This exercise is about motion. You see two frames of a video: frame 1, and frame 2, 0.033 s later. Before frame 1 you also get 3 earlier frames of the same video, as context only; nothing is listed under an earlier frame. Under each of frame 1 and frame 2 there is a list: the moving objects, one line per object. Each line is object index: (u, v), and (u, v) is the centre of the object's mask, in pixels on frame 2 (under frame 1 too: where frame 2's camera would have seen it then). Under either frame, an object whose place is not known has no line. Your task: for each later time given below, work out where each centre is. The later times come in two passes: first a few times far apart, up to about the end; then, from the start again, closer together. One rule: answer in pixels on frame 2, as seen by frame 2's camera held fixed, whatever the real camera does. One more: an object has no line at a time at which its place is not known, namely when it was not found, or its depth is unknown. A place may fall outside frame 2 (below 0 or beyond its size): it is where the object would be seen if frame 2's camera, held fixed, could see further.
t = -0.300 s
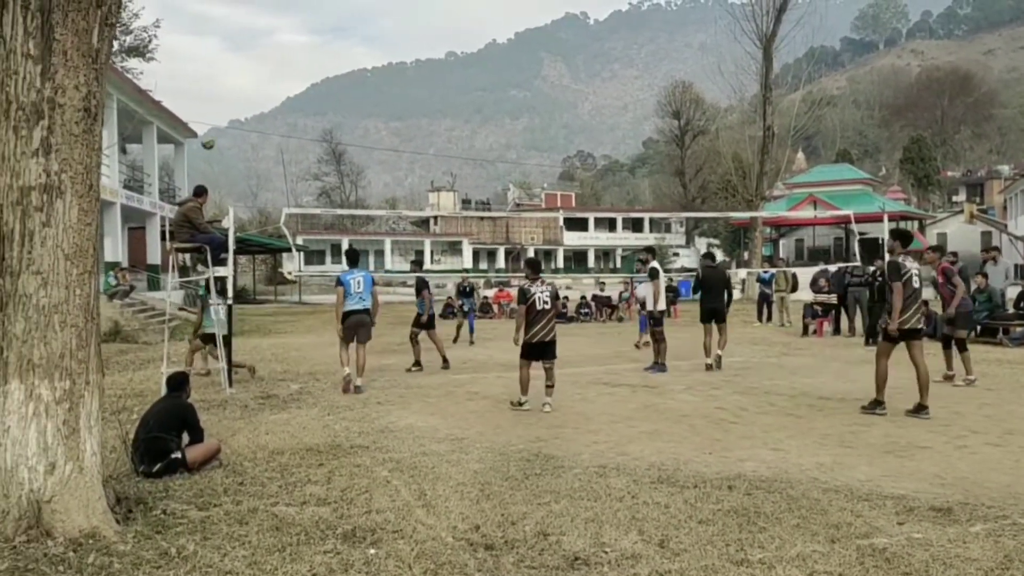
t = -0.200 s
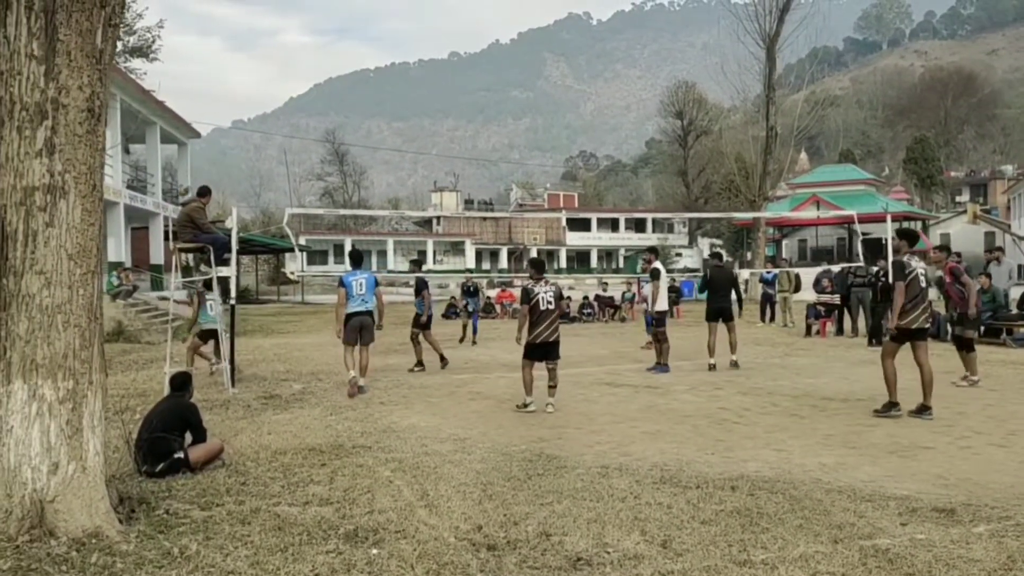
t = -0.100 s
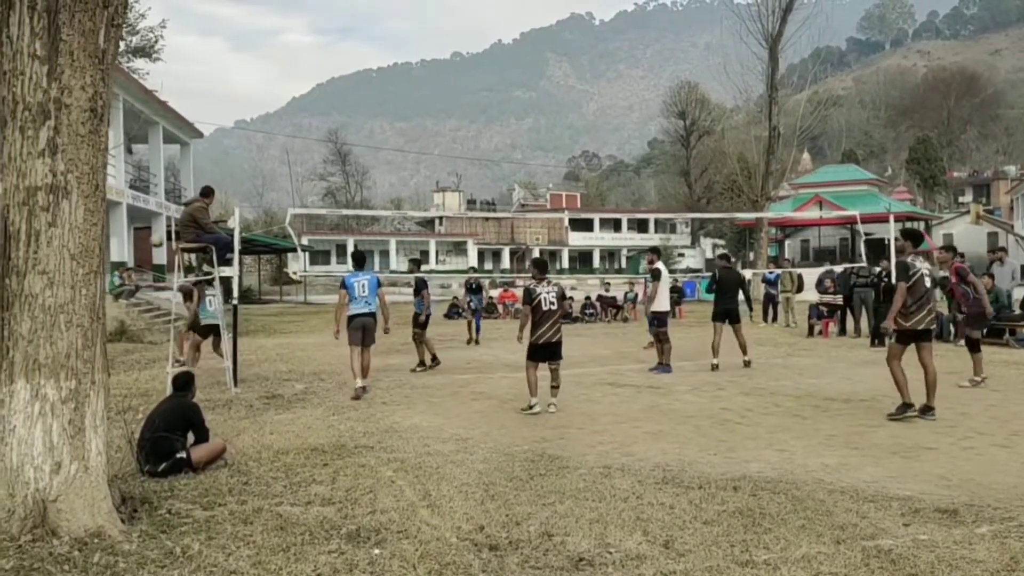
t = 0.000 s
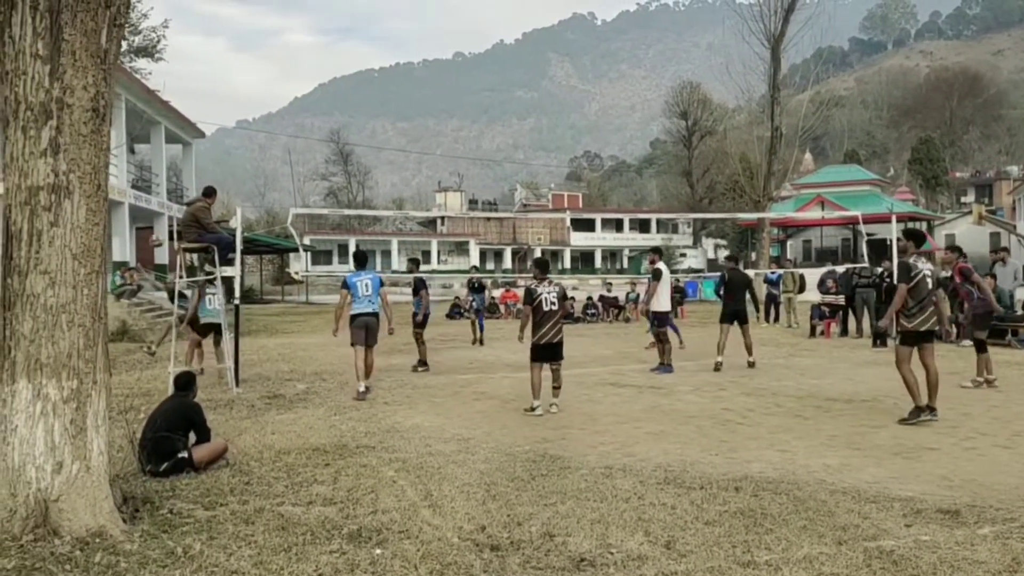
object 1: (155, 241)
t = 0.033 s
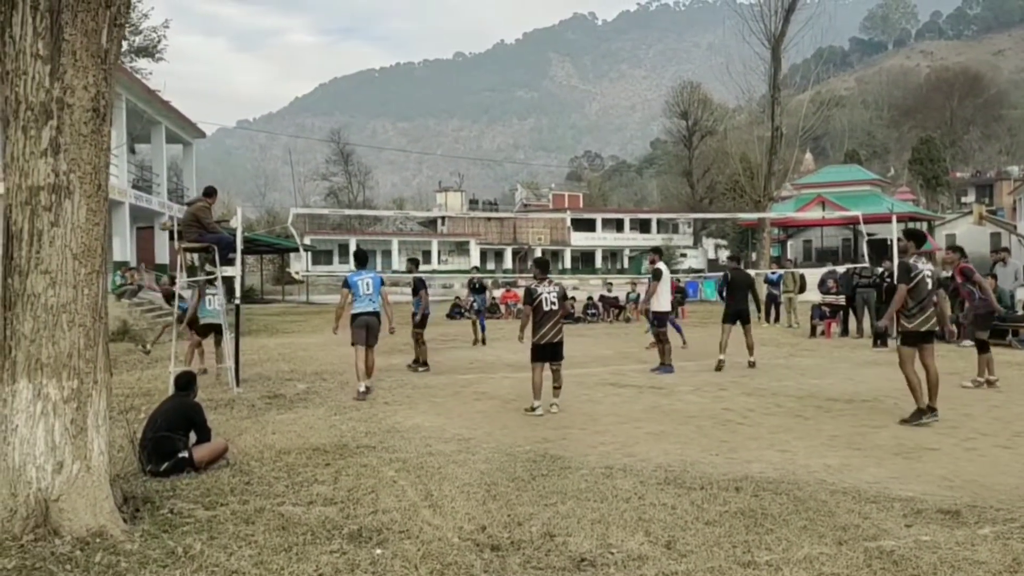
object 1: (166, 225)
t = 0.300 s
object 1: (226, 117)
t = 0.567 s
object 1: (290, 54)
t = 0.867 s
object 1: (366, 39)
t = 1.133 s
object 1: (435, 79)
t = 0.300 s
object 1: (226, 117)
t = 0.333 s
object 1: (234, 107)
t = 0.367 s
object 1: (241, 97)
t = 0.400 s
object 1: (250, 88)
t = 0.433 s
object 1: (258, 80)
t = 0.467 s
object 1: (266, 73)
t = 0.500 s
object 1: (274, 66)
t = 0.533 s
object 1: (282, 59)
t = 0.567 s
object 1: (290, 54)
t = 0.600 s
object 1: (299, 49)
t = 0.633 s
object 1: (307, 45)
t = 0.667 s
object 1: (315, 42)
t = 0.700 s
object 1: (324, 40)
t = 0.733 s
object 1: (332, 38)
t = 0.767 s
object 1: (341, 37)
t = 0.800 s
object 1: (349, 37)
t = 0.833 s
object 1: (357, 38)
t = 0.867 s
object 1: (366, 39)
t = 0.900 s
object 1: (375, 41)
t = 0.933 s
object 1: (384, 44)
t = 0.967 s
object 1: (392, 48)
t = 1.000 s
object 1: (401, 53)
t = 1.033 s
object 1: (410, 58)
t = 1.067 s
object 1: (418, 65)
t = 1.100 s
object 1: (427, 71)
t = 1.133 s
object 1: (435, 79)
